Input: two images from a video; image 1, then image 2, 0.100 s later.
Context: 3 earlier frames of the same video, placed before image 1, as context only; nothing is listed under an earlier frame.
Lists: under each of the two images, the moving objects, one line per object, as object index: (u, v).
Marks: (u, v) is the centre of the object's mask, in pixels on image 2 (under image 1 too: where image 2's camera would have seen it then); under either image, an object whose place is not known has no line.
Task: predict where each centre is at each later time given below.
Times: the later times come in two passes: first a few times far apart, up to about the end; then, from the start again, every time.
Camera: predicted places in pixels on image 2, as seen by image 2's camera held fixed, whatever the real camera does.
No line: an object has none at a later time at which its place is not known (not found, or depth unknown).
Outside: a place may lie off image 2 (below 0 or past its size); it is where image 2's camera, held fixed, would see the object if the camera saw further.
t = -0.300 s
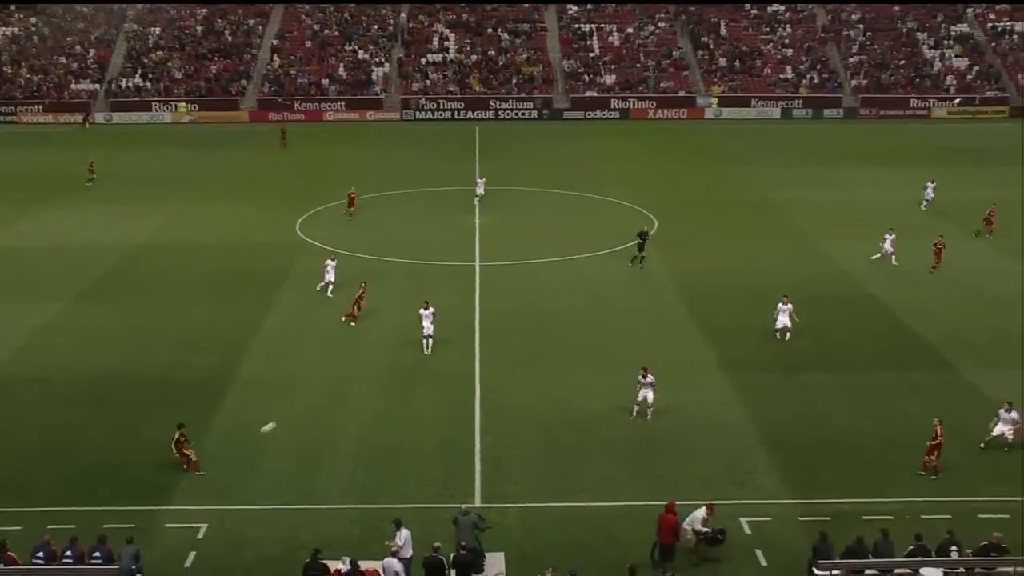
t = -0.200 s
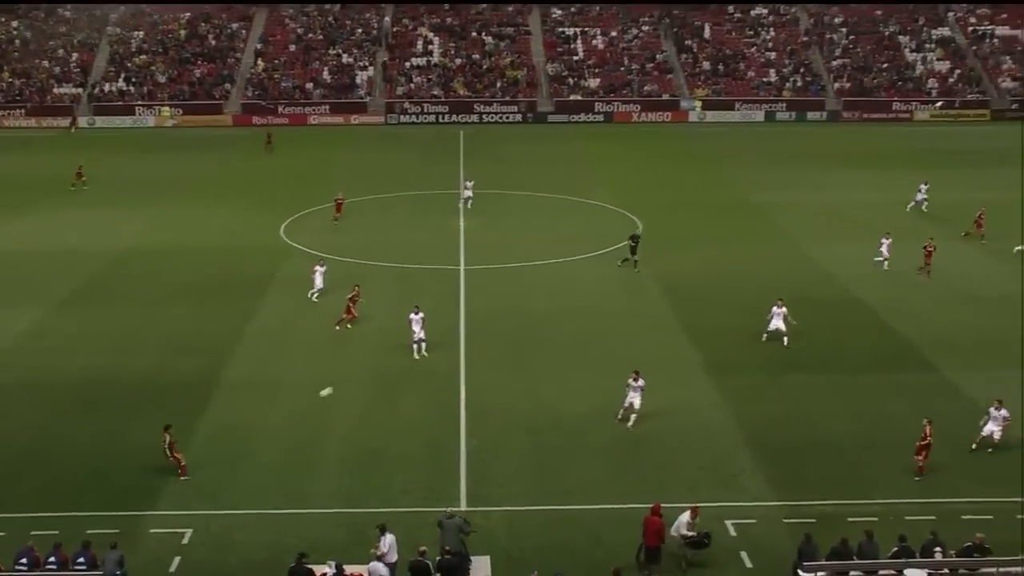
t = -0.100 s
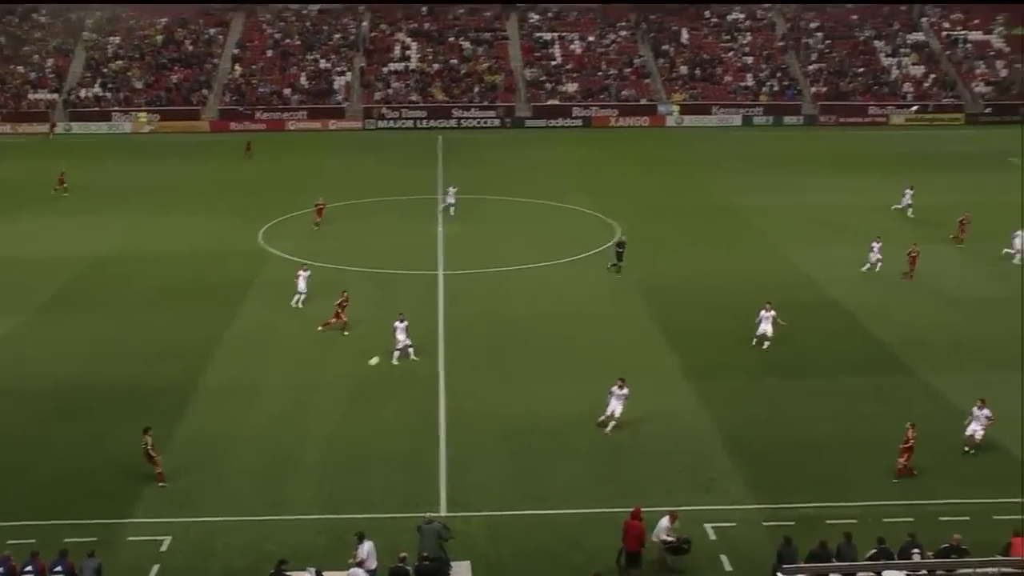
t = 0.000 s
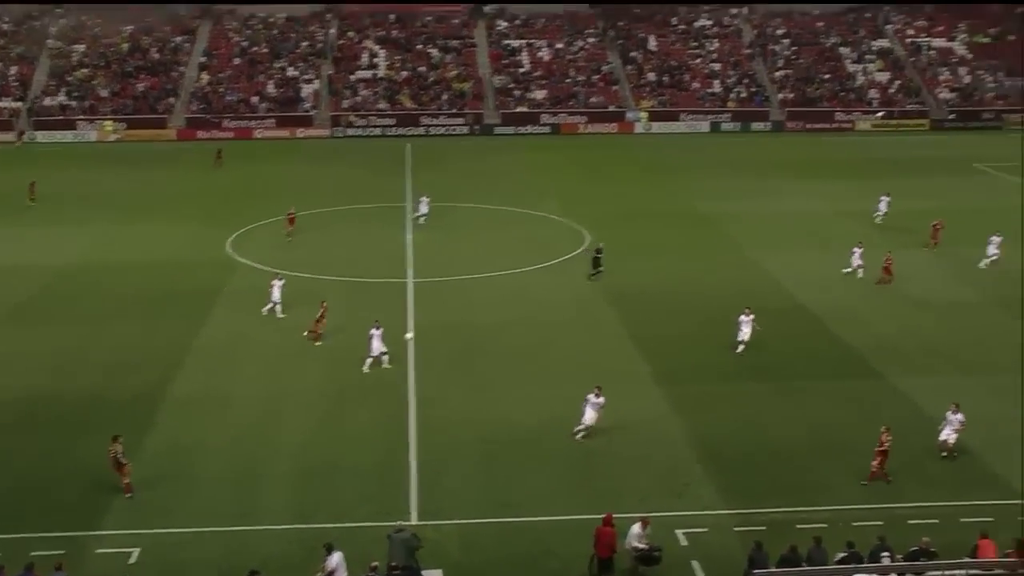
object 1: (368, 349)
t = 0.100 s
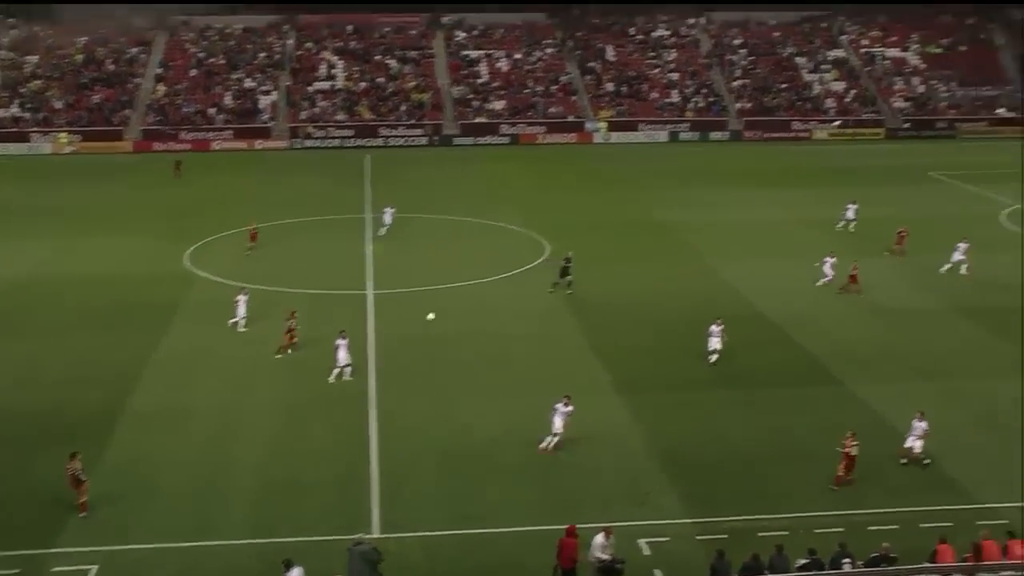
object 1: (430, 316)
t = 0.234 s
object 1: (507, 281)
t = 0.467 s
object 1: (626, 232)
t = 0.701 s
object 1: (731, 200)
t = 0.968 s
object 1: (837, 179)
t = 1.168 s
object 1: (908, 174)
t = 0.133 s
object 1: (450, 307)
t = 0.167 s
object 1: (469, 298)
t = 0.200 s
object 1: (489, 289)
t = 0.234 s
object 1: (507, 281)
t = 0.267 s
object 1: (525, 273)
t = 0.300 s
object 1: (543, 265)
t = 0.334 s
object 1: (560, 258)
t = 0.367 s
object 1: (577, 251)
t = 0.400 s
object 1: (594, 245)
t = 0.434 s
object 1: (610, 239)
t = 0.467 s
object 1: (626, 232)
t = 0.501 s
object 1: (642, 227)
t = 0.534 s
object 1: (657, 222)
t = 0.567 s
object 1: (672, 217)
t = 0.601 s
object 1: (687, 212)
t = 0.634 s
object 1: (702, 208)
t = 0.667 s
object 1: (716, 204)
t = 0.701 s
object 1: (731, 200)
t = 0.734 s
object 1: (745, 196)
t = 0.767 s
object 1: (758, 193)
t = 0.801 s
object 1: (772, 190)
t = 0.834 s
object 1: (785, 187)
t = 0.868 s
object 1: (798, 184)
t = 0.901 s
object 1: (811, 182)
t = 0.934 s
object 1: (824, 180)
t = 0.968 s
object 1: (837, 179)
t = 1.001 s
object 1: (849, 177)
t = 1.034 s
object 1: (861, 176)
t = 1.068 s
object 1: (873, 175)
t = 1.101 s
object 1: (885, 174)
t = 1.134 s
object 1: (896, 174)
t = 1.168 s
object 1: (908, 174)
